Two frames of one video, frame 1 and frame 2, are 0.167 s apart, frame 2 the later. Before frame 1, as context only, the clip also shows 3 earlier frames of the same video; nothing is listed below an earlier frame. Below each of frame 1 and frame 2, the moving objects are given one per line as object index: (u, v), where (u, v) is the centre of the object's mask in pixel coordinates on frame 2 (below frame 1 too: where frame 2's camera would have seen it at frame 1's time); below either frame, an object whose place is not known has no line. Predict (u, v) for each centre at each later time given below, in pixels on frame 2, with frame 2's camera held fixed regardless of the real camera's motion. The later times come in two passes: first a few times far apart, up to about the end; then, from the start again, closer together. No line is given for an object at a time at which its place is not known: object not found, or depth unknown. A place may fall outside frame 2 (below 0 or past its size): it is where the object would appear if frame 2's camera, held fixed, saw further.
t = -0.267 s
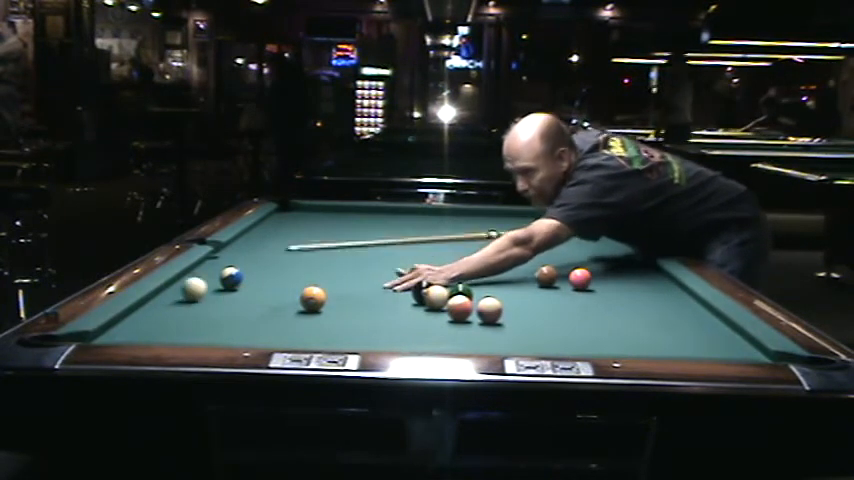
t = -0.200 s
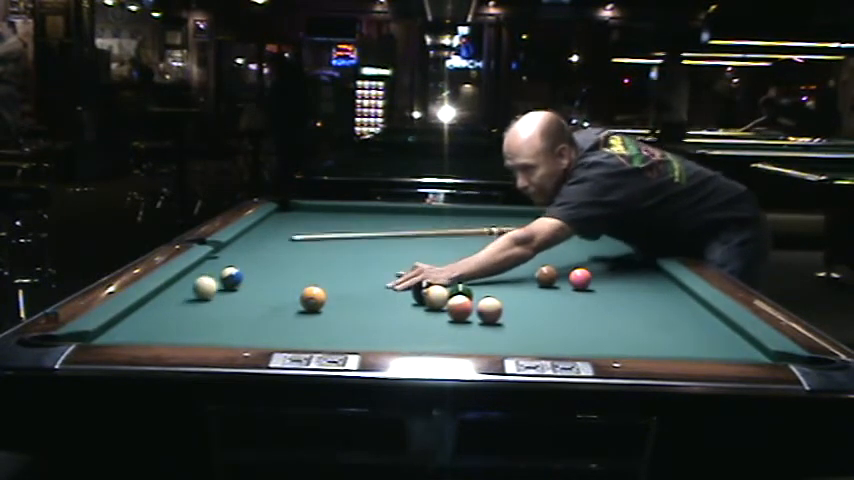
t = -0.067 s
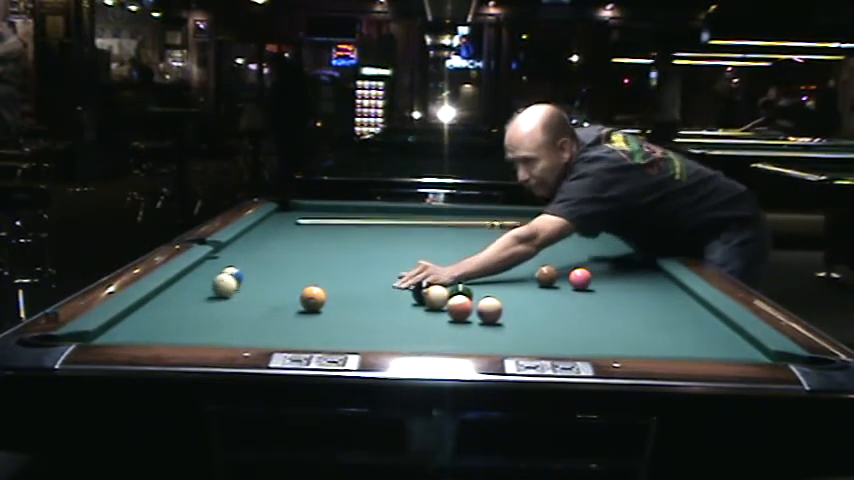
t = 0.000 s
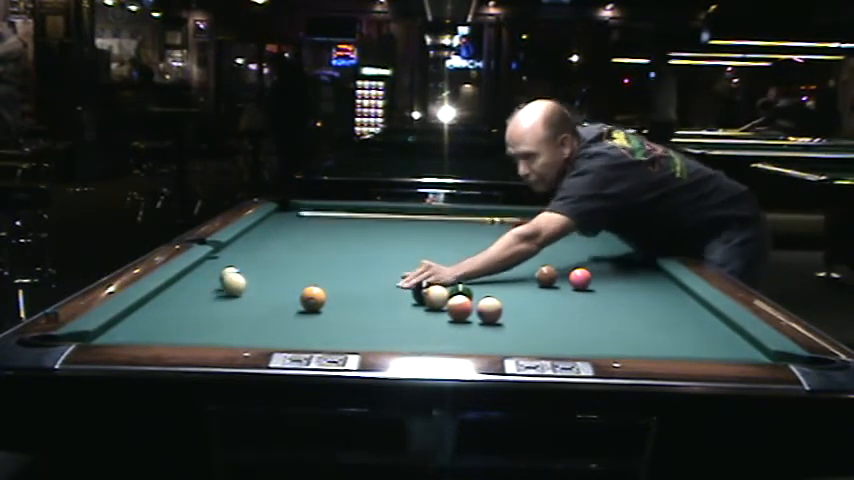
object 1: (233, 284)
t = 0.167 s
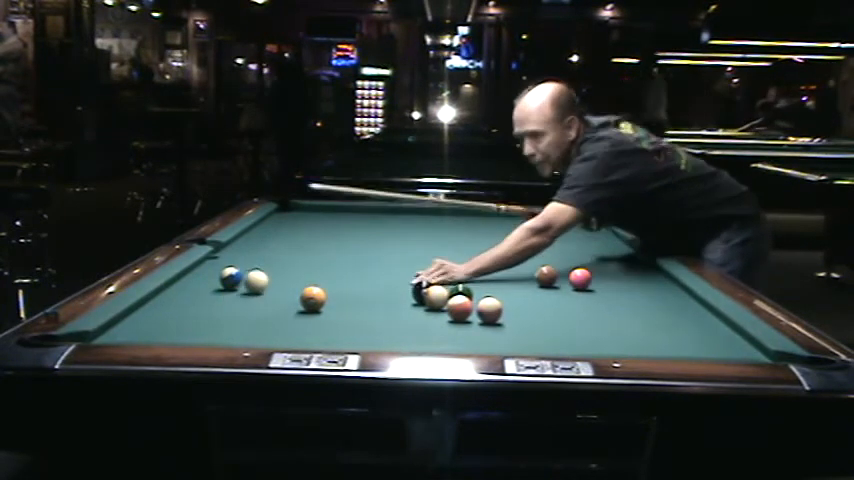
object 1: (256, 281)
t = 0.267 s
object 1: (269, 280)
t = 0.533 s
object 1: (299, 276)
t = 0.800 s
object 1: (328, 273)
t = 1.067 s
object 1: (352, 270)
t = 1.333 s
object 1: (374, 267)
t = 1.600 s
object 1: (394, 266)
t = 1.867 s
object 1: (410, 264)
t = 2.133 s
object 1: (425, 262)
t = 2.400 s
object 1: (438, 261)
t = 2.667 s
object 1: (449, 259)
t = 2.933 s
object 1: (457, 258)
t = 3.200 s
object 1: (465, 258)
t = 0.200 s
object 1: (260, 281)
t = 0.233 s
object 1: (265, 280)
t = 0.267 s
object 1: (269, 280)
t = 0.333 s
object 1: (278, 279)
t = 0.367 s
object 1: (281, 278)
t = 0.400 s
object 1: (285, 278)
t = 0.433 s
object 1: (289, 277)
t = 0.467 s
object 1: (292, 277)
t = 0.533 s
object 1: (299, 276)
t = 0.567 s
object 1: (304, 275)
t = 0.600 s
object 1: (307, 275)
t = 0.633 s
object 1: (311, 274)
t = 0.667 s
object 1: (314, 274)
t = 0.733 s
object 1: (321, 273)
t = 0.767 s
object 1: (325, 273)
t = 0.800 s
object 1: (328, 273)
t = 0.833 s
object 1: (331, 272)
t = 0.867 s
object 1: (335, 272)
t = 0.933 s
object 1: (340, 272)
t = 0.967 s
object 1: (344, 271)
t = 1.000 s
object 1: (347, 271)
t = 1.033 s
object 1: (349, 270)
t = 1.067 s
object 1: (352, 270)
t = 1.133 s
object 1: (358, 269)
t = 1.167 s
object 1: (361, 269)
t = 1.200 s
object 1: (364, 268)
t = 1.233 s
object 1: (366, 268)
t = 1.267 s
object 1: (369, 268)
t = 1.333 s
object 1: (374, 267)
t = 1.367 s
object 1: (377, 267)
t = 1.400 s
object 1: (379, 267)
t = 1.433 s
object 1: (381, 267)
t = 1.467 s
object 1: (384, 266)
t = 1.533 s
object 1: (389, 266)
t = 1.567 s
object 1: (392, 265)
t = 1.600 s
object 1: (394, 266)
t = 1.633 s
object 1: (396, 265)
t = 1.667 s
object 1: (398, 265)
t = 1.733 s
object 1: (402, 265)
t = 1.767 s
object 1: (404, 265)
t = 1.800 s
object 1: (406, 264)
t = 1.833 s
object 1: (408, 264)
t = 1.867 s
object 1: (410, 264)
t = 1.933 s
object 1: (414, 263)
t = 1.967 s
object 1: (416, 263)
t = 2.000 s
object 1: (418, 263)
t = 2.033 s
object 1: (420, 263)
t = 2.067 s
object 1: (421, 262)
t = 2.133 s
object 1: (425, 262)
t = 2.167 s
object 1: (427, 262)
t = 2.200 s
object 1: (428, 261)
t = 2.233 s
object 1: (430, 261)
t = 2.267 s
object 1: (432, 261)
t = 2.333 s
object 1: (435, 261)
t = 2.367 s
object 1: (436, 261)
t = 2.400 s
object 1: (438, 261)
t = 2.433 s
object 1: (439, 260)
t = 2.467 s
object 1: (441, 260)
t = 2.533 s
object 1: (444, 260)
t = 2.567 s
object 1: (445, 260)
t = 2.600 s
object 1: (446, 260)
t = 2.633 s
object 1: (447, 259)
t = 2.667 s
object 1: (449, 259)
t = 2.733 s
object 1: (451, 259)
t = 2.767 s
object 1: (452, 259)
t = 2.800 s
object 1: (453, 259)
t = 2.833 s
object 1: (454, 259)
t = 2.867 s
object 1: (455, 259)
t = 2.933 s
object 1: (457, 258)
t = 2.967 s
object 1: (459, 258)
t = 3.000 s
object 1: (460, 258)
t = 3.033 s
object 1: (461, 258)
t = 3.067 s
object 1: (461, 258)
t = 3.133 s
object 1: (463, 258)
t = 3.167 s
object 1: (464, 258)
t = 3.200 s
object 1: (465, 258)
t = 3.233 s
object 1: (466, 258)
